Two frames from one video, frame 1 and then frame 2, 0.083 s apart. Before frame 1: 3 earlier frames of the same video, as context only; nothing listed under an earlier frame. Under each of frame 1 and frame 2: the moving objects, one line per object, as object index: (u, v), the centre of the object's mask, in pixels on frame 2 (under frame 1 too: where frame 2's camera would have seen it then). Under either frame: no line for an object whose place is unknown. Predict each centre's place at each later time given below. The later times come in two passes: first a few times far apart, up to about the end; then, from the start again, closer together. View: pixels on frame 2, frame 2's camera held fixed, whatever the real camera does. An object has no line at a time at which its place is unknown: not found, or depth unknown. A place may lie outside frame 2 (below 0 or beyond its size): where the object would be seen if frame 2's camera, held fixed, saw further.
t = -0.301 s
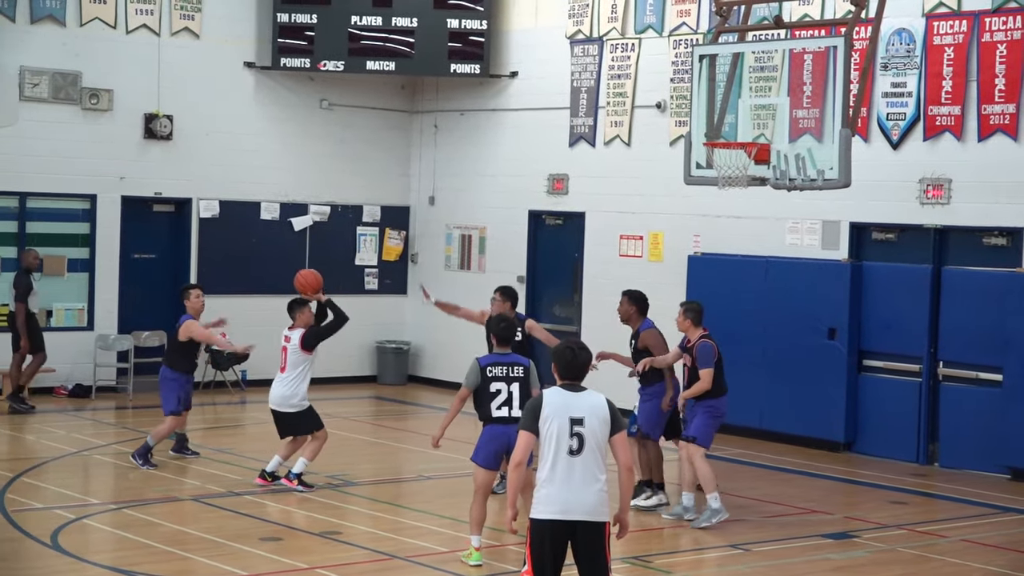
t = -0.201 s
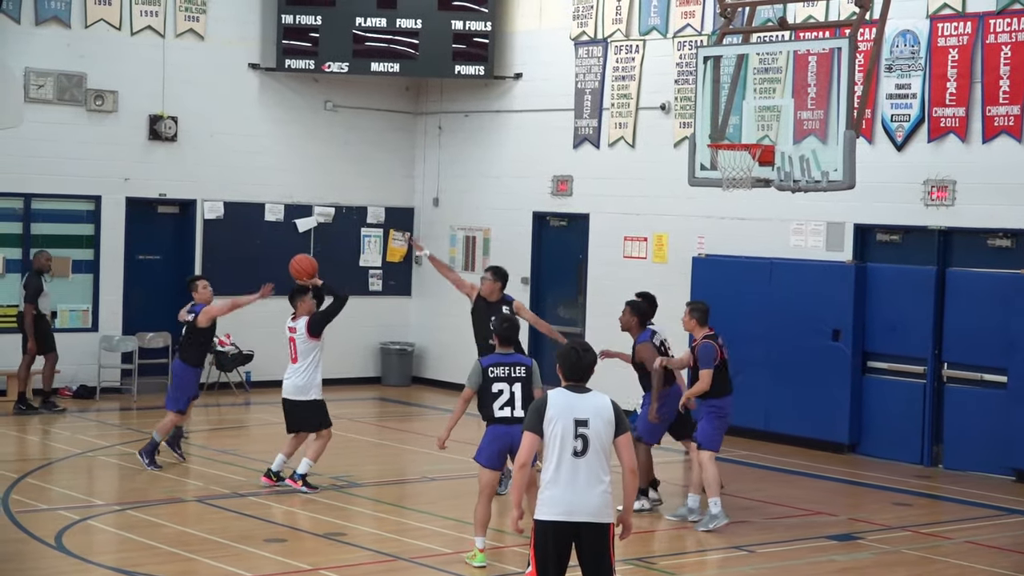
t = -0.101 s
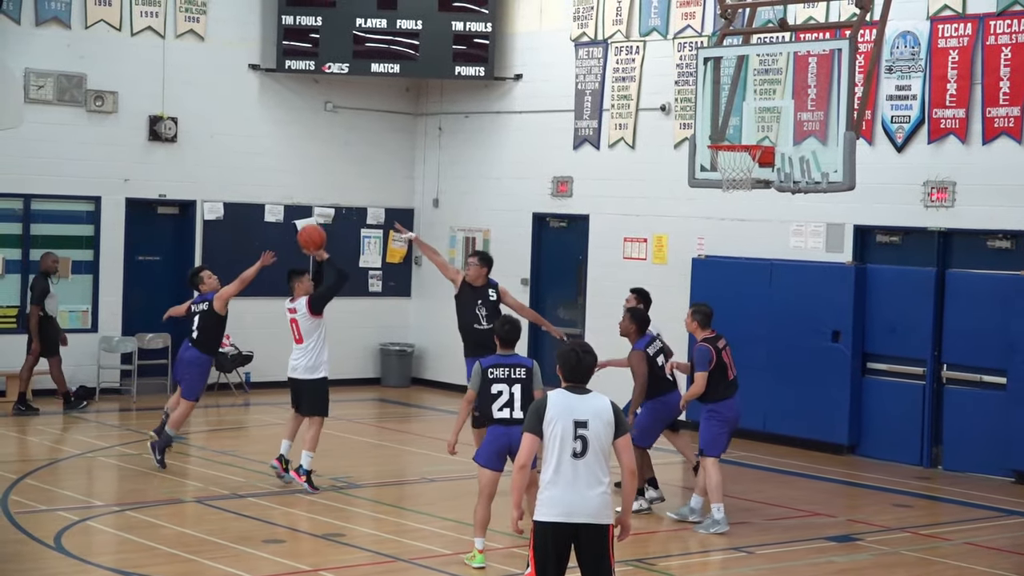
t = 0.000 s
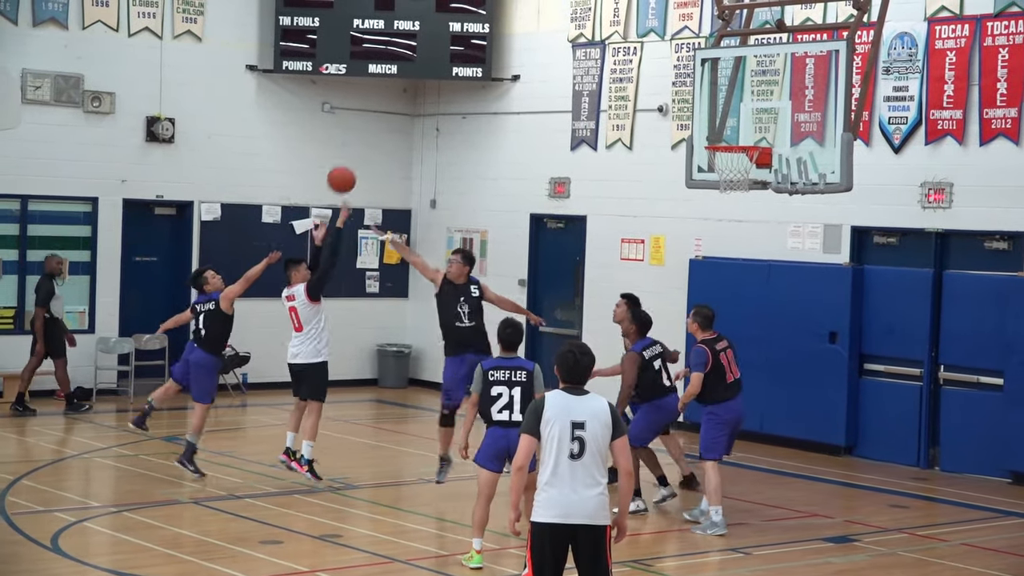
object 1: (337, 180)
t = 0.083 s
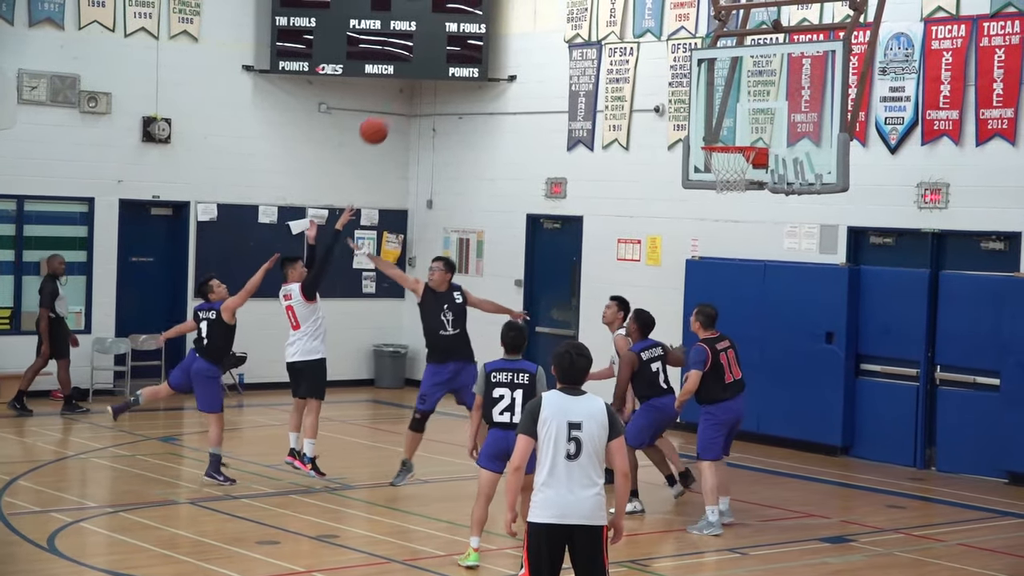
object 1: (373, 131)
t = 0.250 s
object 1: (443, 58)
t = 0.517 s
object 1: (550, 7)
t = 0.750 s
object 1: (641, 26)
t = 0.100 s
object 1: (381, 121)
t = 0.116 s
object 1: (388, 112)
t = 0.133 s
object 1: (395, 104)
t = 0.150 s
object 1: (401, 96)
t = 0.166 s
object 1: (408, 88)
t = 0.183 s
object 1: (415, 81)
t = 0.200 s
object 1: (423, 75)
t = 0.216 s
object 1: (429, 68)
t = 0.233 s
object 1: (436, 64)
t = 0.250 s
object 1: (443, 58)
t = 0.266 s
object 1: (450, 54)
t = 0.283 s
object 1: (457, 50)
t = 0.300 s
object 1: (463, 46)
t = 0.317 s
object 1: (470, 42)
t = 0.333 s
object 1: (476, 36)
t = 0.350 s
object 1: (484, 33)
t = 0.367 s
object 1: (490, 30)
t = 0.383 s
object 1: (497, 25)
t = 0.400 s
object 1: (504, 21)
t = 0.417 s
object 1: (511, 18)
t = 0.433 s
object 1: (518, 16)
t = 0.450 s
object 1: (524, 14)
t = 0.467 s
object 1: (531, 13)
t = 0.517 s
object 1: (550, 7)
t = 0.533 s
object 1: (557, 6)
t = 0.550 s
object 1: (564, 5)
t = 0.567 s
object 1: (570, 6)
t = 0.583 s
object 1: (576, 7)
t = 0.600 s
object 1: (583, 6)
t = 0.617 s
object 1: (590, 8)
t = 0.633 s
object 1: (596, 10)
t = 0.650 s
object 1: (601, 12)
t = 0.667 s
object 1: (609, 13)
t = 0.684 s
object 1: (614, 17)
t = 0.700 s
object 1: (621, 18)
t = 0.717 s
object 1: (628, 20)
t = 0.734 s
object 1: (635, 23)
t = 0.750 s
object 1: (641, 26)
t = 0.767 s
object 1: (647, 31)
